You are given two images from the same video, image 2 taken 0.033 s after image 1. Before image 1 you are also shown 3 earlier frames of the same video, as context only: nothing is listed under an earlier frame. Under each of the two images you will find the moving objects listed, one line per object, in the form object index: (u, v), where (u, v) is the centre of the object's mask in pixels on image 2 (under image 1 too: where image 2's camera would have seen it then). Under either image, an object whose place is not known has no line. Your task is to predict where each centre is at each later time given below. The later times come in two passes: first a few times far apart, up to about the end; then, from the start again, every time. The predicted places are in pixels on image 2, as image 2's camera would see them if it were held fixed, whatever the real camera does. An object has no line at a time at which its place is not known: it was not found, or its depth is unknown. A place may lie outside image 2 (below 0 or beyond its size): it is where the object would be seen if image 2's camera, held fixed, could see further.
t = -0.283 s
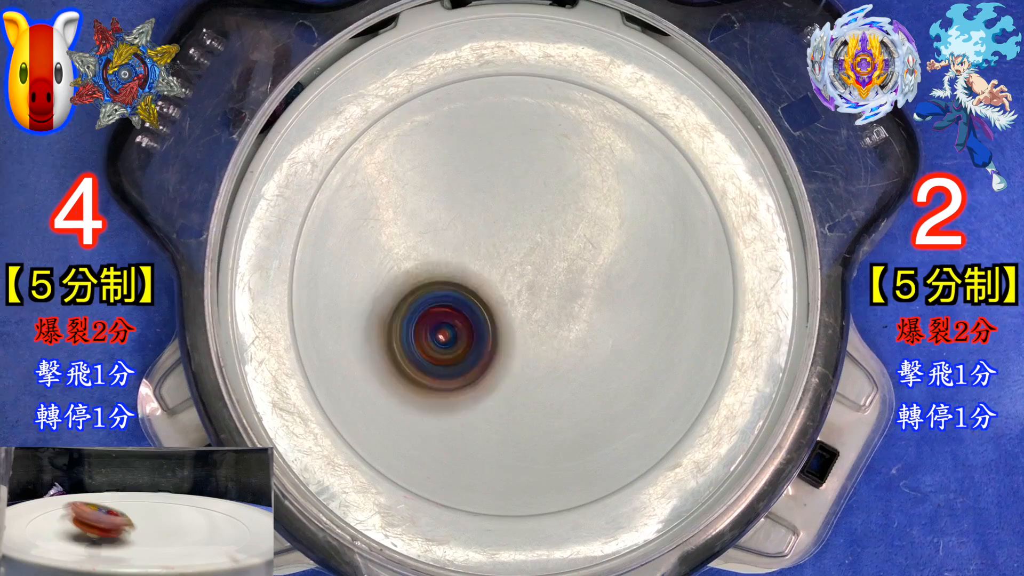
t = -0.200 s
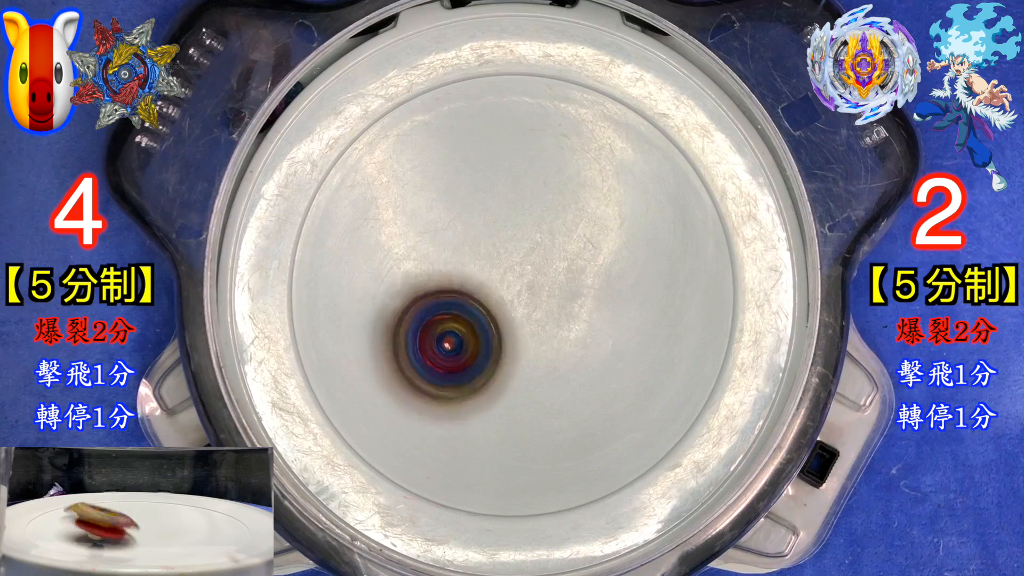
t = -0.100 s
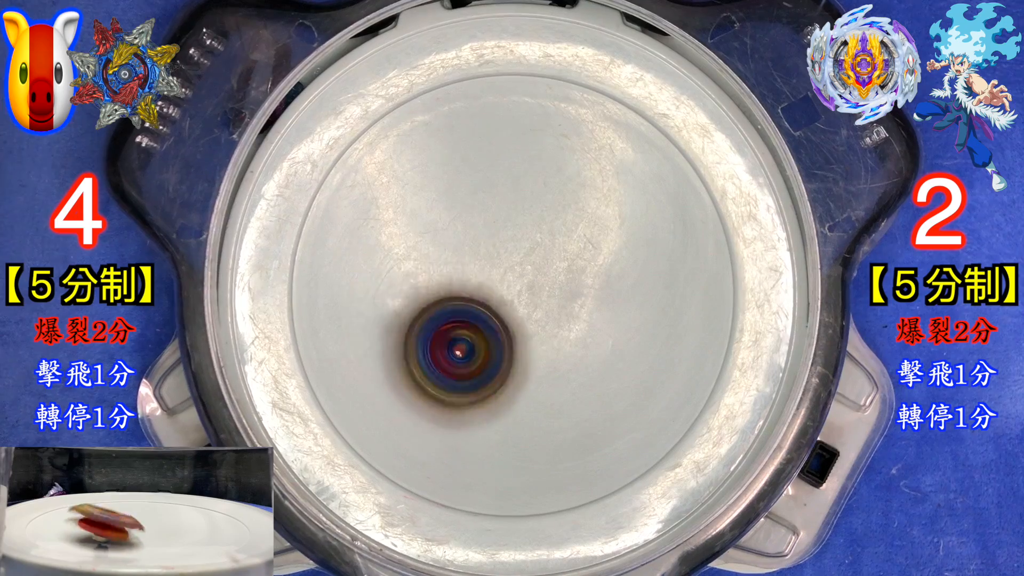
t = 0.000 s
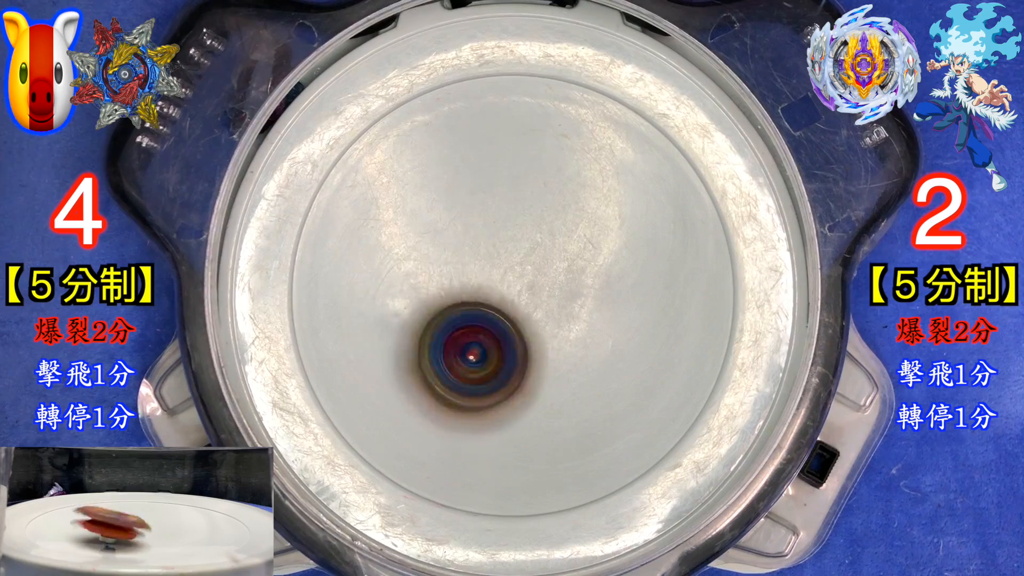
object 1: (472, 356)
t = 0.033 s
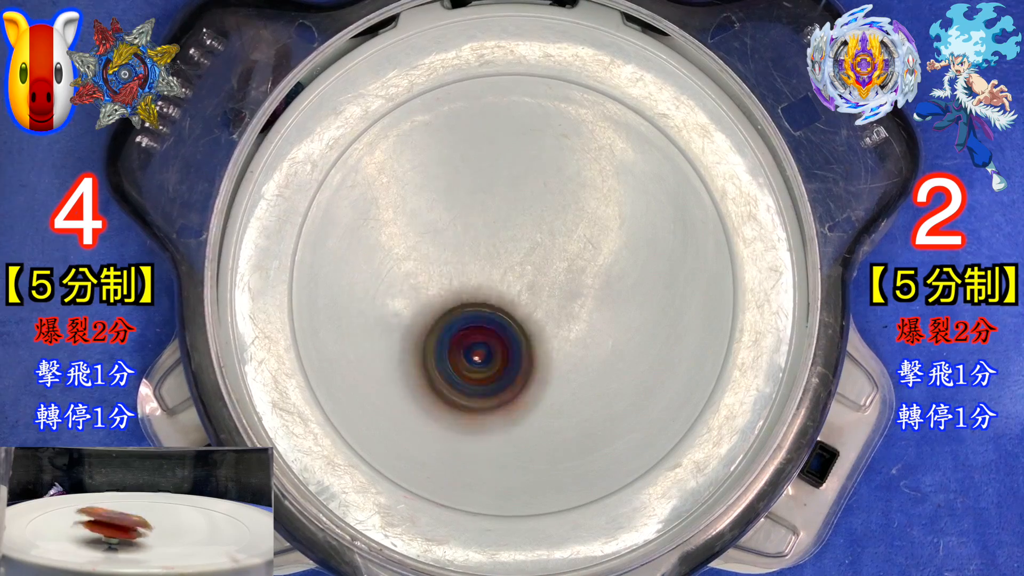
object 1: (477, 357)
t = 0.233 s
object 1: (507, 364)
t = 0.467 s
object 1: (544, 362)
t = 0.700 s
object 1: (572, 337)
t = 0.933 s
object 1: (582, 300)
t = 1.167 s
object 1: (575, 261)
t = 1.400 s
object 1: (552, 236)
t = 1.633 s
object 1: (525, 222)
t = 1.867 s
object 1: (488, 227)
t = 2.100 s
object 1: (456, 238)
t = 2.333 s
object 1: (440, 265)
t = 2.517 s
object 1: (440, 295)
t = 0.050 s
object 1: (478, 357)
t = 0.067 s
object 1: (482, 358)
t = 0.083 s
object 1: (483, 357)
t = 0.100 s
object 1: (487, 358)
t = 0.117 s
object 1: (489, 357)
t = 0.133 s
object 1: (493, 359)
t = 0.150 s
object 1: (494, 358)
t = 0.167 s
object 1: (496, 361)
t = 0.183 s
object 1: (500, 360)
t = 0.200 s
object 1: (503, 362)
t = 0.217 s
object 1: (505, 363)
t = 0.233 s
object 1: (507, 364)
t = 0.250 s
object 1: (511, 364)
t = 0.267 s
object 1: (511, 364)
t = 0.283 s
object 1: (515, 366)
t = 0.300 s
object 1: (517, 365)
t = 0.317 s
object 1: (521, 367)
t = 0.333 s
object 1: (522, 366)
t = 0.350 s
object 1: (526, 366)
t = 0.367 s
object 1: (528, 365)
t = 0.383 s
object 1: (531, 366)
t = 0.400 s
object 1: (534, 365)
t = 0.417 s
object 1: (536, 365)
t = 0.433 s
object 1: (539, 364)
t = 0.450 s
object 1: (540, 363)
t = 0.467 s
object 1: (544, 362)
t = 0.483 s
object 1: (544, 361)
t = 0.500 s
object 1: (548, 360)
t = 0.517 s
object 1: (550, 358)
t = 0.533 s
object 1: (553, 357)
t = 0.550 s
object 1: (555, 355)
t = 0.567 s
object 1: (556, 354)
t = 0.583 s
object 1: (559, 352)
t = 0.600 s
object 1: (560, 351)
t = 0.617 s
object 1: (564, 349)
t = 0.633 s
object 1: (564, 347)
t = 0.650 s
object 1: (567, 344)
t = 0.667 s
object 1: (568, 341)
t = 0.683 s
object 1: (571, 339)
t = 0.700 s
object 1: (572, 337)
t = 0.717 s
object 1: (574, 336)
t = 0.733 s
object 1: (575, 332)
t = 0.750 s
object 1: (576, 331)
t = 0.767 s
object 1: (578, 328)
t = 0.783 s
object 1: (578, 325)
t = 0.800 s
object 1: (580, 322)
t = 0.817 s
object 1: (579, 319)
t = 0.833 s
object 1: (582, 316)
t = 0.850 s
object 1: (581, 313)
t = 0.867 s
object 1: (583, 312)
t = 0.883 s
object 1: (583, 308)
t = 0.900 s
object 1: (582, 306)
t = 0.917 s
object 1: (584, 302)
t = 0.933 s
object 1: (582, 300)
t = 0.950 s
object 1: (584, 297)
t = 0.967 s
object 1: (583, 293)
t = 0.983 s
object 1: (584, 291)
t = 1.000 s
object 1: (584, 288)
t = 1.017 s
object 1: (584, 287)
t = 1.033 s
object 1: (584, 282)
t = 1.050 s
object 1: (583, 281)
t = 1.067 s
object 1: (584, 277)
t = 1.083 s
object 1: (581, 274)
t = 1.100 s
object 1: (582, 271)
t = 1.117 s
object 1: (579, 268)
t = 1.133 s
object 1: (579, 266)
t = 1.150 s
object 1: (577, 262)
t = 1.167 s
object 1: (575, 261)
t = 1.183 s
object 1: (575, 257)
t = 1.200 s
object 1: (572, 256)
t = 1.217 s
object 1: (572, 254)
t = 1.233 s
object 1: (569, 251)
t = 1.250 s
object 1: (569, 250)
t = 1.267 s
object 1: (567, 247)
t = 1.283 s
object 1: (565, 247)
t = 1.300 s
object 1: (564, 244)
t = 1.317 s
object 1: (561, 244)
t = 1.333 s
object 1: (561, 241)
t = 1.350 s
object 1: (557, 239)
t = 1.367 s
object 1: (557, 238)
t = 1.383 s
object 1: (554, 235)
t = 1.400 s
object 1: (552, 236)
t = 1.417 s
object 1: (551, 233)
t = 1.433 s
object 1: (547, 233)
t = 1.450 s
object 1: (547, 231)
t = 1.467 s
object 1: (543, 230)
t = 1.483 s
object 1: (544, 229)
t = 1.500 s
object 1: (541, 226)
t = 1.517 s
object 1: (539, 227)
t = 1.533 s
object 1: (538, 224)
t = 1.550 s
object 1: (535, 224)
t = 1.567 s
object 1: (535, 222)
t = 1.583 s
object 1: (531, 221)
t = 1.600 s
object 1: (531, 221)
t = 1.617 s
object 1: (528, 220)
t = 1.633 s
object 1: (525, 222)
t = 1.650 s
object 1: (523, 219)
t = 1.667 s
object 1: (518, 221)
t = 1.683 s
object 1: (518, 220)
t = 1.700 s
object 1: (513, 219)
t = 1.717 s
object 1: (512, 221)
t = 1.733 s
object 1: (509, 219)
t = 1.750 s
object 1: (505, 222)
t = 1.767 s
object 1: (504, 221)
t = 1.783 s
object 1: (500, 222)
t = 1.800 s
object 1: (499, 224)
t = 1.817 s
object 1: (496, 223)
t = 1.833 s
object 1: (494, 226)
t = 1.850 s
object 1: (492, 224)
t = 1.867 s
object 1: (488, 227)
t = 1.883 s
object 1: (487, 227)
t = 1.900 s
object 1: (483, 228)
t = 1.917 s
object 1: (482, 229)
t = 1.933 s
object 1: (479, 229)
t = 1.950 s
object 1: (477, 232)
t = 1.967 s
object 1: (475, 230)
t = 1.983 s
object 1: (472, 232)
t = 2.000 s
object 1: (470, 232)
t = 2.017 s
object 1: (467, 232)
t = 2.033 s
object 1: (465, 234)
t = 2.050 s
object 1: (462, 233)
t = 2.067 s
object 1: (460, 237)
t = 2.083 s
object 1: (459, 236)
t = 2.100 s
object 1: (456, 238)
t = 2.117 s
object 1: (456, 240)
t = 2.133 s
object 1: (453, 240)
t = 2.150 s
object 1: (452, 244)
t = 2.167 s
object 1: (450, 244)
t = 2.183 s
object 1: (448, 247)
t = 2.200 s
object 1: (449, 248)
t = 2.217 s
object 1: (446, 250)
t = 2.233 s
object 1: (446, 253)
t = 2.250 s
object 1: (445, 254)
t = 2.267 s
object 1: (443, 258)
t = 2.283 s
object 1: (445, 259)
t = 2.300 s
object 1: (441, 261)
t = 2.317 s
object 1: (441, 264)
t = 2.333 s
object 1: (440, 265)
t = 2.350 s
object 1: (439, 269)
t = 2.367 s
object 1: (441, 270)
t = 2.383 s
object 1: (439, 273)
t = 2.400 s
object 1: (440, 276)
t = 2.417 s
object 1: (438, 278)
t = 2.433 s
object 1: (438, 282)
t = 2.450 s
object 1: (439, 283)
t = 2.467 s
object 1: (437, 287)
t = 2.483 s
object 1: (440, 289)
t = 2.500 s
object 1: (439, 291)
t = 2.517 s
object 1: (440, 295)
